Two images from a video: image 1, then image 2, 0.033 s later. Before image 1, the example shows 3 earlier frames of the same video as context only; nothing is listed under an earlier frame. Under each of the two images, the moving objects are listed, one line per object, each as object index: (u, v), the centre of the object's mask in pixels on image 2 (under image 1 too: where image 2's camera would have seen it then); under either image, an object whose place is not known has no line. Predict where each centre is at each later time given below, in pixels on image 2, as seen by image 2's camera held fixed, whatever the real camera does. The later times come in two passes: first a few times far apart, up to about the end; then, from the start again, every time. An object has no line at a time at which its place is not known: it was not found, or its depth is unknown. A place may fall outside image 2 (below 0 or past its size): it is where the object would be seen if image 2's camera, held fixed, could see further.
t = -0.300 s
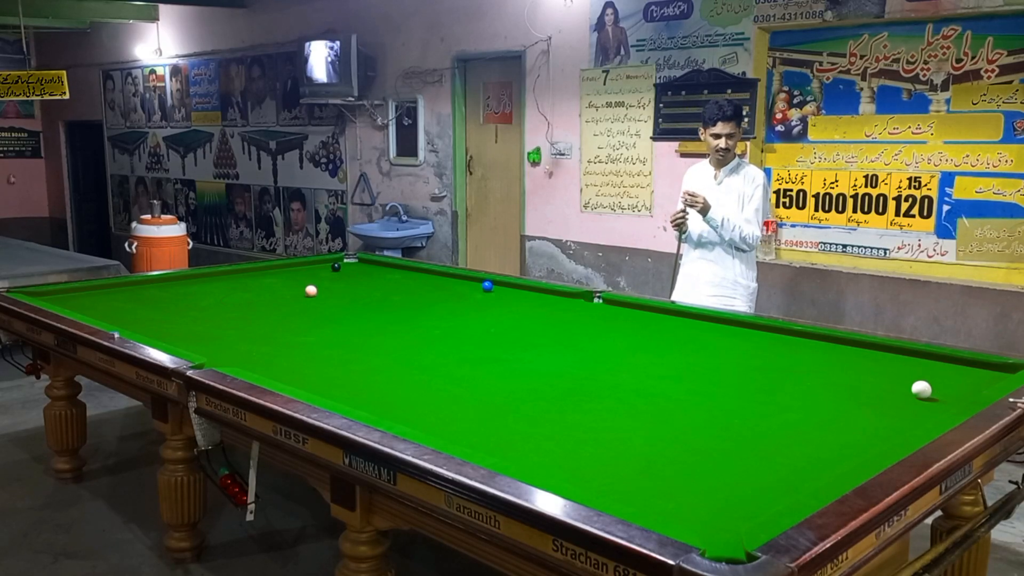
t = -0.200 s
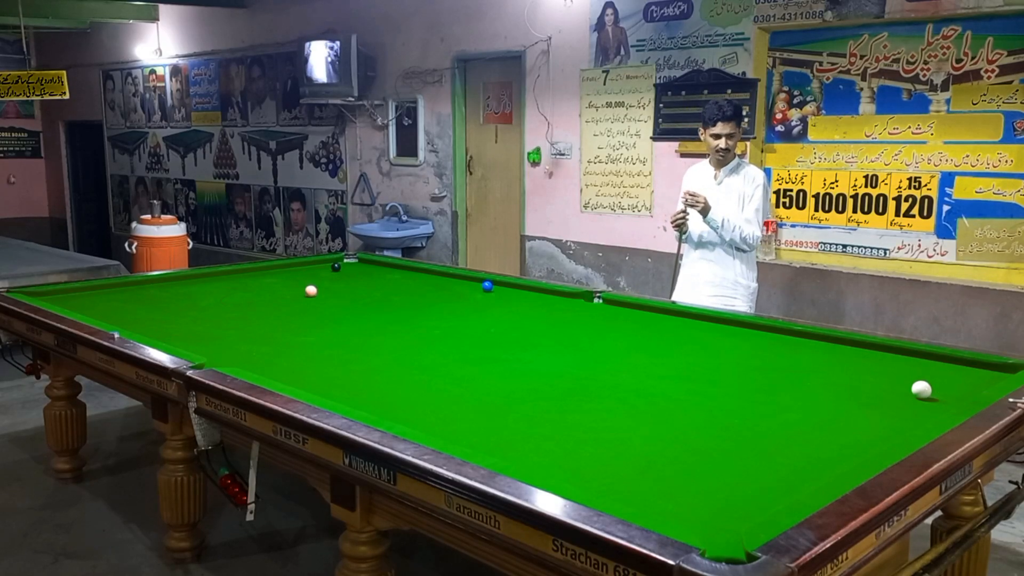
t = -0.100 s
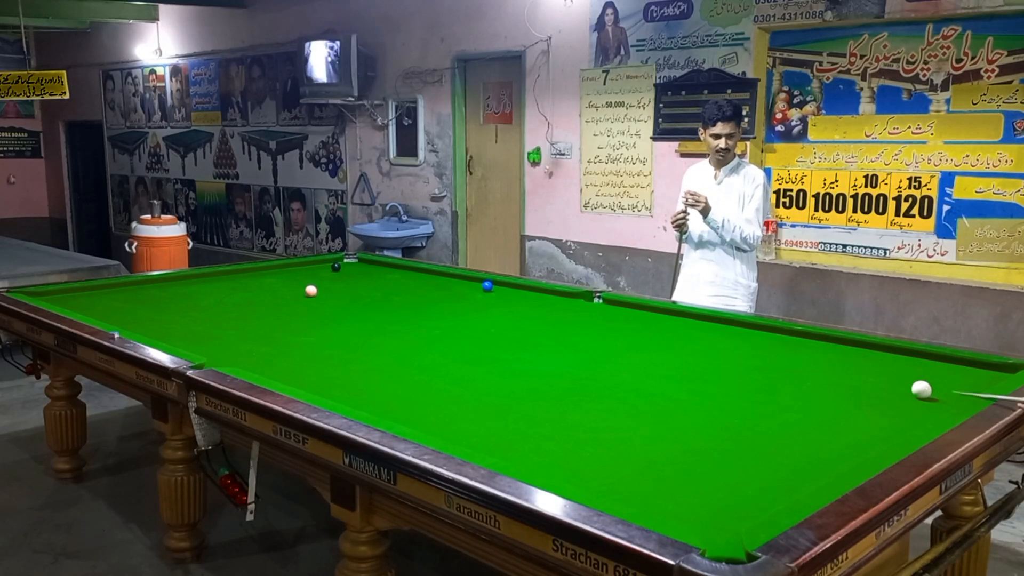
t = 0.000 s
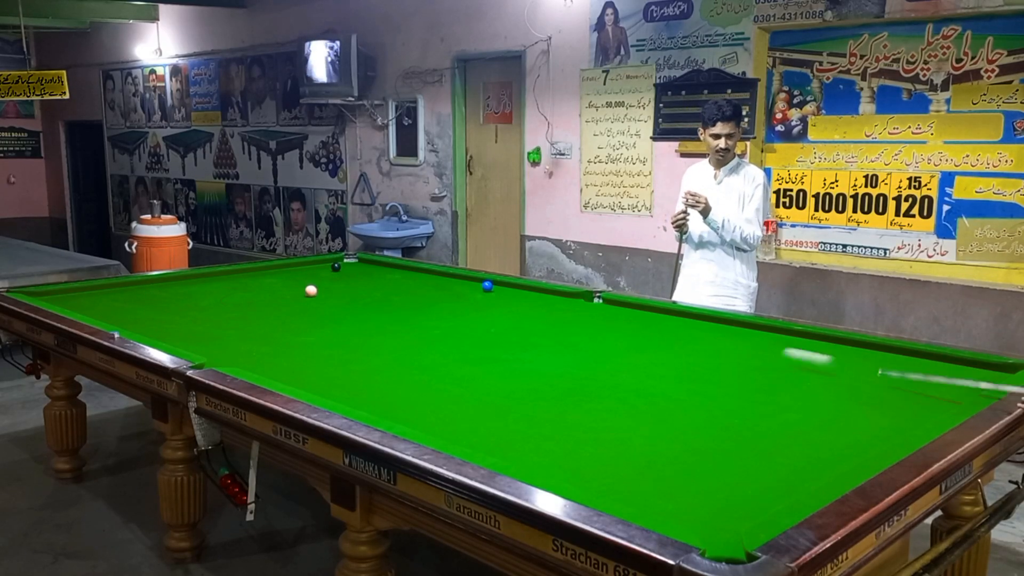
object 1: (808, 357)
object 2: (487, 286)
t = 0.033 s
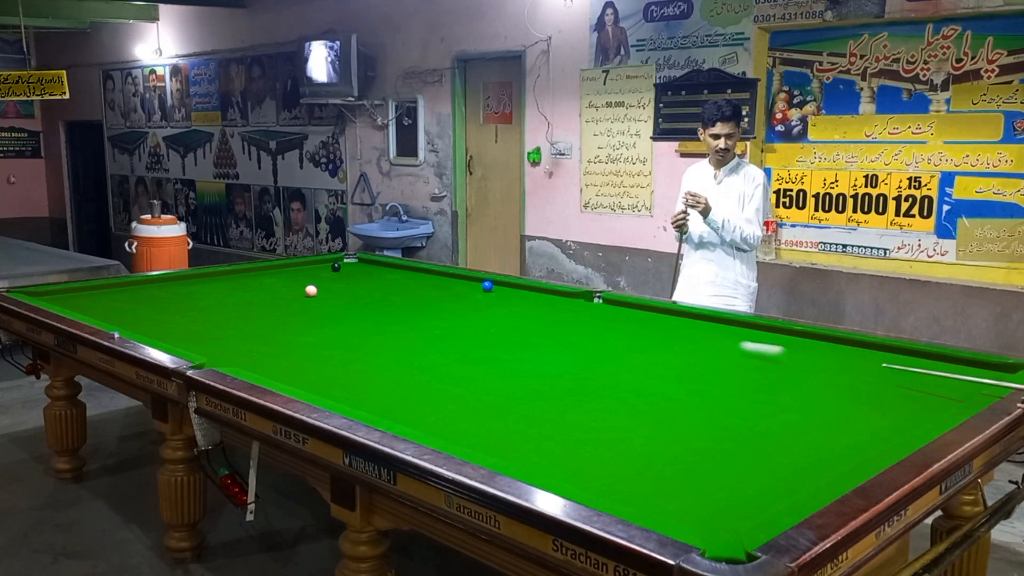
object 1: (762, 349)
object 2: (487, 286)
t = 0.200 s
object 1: (592, 310)
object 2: (487, 286)
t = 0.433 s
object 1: (468, 288)
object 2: (459, 274)
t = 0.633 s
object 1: (410, 288)
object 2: (363, 269)
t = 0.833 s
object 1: (347, 285)
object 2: (288, 265)
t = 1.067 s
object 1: (277, 279)
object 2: (262, 275)
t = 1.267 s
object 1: (280, 281)
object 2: (193, 281)
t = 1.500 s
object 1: (281, 284)
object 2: (107, 288)
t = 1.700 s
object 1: (281, 285)
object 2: (31, 292)
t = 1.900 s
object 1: (280, 287)
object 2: (56, 292)
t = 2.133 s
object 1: (280, 289)
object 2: (95, 292)
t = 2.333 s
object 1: (279, 290)
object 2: (127, 292)
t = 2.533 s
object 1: (279, 291)
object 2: (158, 292)
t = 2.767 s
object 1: (278, 293)
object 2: (192, 292)
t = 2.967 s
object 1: (278, 293)
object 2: (220, 292)
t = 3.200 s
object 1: (278, 294)
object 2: (251, 292)
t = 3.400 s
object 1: (277, 295)
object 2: (274, 289)
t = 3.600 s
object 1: (277, 295)
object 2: (299, 292)
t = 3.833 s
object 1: (277, 295)
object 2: (318, 294)
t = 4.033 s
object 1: (277, 295)
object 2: (333, 295)
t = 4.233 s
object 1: (277, 295)
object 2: (347, 296)
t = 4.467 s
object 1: (277, 295)
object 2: (362, 297)
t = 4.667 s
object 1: (277, 295)
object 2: (375, 299)
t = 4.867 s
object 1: (277, 295)
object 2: (386, 299)
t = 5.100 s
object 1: (277, 295)
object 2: (399, 300)
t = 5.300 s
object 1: (277, 295)
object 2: (409, 301)
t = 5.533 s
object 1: (277, 295)
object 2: (420, 302)
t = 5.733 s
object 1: (277, 295)
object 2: (428, 303)
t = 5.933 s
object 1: (277, 295)
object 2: (436, 304)
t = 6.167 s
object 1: (277, 295)
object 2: (444, 304)
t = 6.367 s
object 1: (277, 295)
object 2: (449, 305)
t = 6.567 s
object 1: (277, 295)
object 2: (454, 305)
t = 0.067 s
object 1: (721, 339)
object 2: (487, 286)
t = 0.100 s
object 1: (684, 330)
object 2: (487, 286)
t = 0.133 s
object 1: (651, 323)
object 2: (487, 286)
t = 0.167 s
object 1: (620, 316)
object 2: (487, 286)
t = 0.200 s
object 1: (592, 310)
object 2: (487, 286)
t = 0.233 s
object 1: (567, 304)
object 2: (487, 286)
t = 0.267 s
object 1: (543, 298)
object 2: (487, 286)
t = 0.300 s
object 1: (520, 293)
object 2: (487, 286)
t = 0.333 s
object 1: (499, 289)
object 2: (487, 286)
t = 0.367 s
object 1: (486, 287)
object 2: (479, 280)
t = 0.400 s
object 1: (477, 287)
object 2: (471, 277)
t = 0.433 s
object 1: (468, 288)
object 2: (459, 274)
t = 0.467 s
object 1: (459, 289)
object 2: (442, 272)
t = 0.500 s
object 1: (450, 289)
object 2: (424, 272)
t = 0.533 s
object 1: (440, 289)
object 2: (409, 272)
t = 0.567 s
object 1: (430, 289)
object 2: (393, 271)
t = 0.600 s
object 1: (420, 288)
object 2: (378, 270)
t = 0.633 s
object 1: (410, 288)
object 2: (363, 269)
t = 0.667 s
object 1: (400, 288)
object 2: (349, 268)
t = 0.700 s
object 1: (389, 287)
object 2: (337, 268)
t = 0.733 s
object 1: (379, 287)
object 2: (324, 268)
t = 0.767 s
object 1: (368, 286)
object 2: (312, 267)
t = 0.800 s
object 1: (358, 285)
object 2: (300, 266)
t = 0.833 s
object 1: (347, 285)
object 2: (288, 265)
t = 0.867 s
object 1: (337, 284)
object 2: (277, 265)
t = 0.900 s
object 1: (327, 283)
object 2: (272, 266)
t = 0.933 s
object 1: (317, 282)
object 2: (270, 268)
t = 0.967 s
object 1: (306, 281)
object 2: (268, 270)
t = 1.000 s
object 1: (296, 280)
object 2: (266, 272)
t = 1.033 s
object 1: (287, 279)
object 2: (264, 274)
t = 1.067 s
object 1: (277, 279)
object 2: (262, 275)
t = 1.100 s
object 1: (269, 278)
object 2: (257, 276)
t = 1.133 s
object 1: (272, 279)
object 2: (245, 277)
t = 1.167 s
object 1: (275, 280)
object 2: (231, 278)
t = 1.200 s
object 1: (277, 280)
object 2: (218, 279)
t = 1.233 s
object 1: (279, 281)
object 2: (204, 280)
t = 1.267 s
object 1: (280, 281)
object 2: (193, 281)
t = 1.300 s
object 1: (281, 282)
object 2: (180, 281)
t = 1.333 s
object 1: (281, 282)
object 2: (168, 283)
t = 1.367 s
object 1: (281, 283)
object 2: (156, 284)
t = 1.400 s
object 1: (281, 283)
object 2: (144, 285)
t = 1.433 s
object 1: (281, 283)
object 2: (132, 286)
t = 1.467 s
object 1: (281, 283)
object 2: (119, 287)
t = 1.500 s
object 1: (281, 284)
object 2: (107, 288)
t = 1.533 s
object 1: (281, 284)
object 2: (94, 289)
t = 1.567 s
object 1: (281, 284)
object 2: (82, 290)
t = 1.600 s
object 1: (281, 285)
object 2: (69, 291)
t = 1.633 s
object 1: (281, 285)
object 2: (56, 292)
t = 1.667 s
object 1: (281, 285)
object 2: (43, 293)
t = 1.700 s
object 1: (281, 285)
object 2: (31, 292)
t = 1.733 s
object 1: (281, 286)
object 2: (29, 292)
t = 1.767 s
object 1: (281, 286)
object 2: (34, 292)
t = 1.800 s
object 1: (281, 286)
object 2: (39, 292)
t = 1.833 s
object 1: (281, 286)
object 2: (45, 291)
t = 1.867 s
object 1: (280, 287)
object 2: (51, 291)
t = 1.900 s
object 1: (280, 287)
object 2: (56, 292)
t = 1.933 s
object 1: (280, 287)
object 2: (62, 292)
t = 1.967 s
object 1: (280, 287)
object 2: (67, 292)
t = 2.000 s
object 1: (280, 288)
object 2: (73, 292)
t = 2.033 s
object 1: (280, 288)
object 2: (78, 292)
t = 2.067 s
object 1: (280, 288)
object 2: (84, 292)
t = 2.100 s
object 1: (280, 288)
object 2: (89, 292)
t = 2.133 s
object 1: (280, 289)
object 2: (95, 292)
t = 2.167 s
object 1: (280, 289)
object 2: (101, 292)
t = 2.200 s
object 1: (280, 289)
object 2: (106, 292)
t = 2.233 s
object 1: (280, 289)
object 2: (111, 292)
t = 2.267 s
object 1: (279, 290)
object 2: (117, 292)
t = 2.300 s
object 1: (279, 290)
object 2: (122, 292)
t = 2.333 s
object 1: (279, 290)
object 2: (127, 292)
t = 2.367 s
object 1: (279, 290)
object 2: (132, 292)
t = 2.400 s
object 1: (279, 290)
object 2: (138, 292)
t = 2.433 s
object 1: (279, 291)
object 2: (143, 292)
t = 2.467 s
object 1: (279, 291)
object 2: (148, 292)
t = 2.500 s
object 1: (279, 291)
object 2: (153, 292)
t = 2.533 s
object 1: (279, 291)
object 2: (158, 292)
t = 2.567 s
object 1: (279, 291)
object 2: (163, 292)
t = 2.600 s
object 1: (279, 292)
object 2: (168, 292)
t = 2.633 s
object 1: (279, 292)
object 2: (173, 292)
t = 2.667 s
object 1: (279, 292)
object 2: (178, 292)
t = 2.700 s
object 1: (279, 292)
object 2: (182, 292)
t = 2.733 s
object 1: (278, 292)
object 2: (187, 292)
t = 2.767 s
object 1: (278, 293)
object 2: (192, 292)
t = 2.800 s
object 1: (278, 293)
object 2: (197, 292)
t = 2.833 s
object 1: (278, 293)
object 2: (202, 292)
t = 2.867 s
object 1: (278, 293)
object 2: (206, 292)
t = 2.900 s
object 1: (278, 293)
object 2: (211, 292)
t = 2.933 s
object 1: (278, 293)
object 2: (215, 292)
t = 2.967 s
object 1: (278, 293)
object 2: (220, 292)
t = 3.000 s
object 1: (278, 293)
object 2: (224, 292)
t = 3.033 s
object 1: (278, 294)
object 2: (229, 292)
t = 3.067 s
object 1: (278, 294)
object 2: (234, 292)
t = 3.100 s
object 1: (278, 294)
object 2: (238, 292)
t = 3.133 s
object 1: (278, 294)
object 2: (242, 292)
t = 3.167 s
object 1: (278, 294)
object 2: (247, 292)
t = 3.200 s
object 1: (278, 294)
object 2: (251, 292)
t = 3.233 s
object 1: (278, 294)
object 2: (255, 292)
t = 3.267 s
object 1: (278, 294)
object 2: (259, 292)
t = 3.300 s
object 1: (278, 294)
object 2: (264, 292)
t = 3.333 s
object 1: (278, 294)
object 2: (267, 292)
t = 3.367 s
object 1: (277, 295)
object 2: (270, 292)
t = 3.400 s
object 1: (277, 295)
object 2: (274, 289)
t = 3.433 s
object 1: (278, 295)
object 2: (282, 289)
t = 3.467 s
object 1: (278, 295)
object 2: (286, 291)
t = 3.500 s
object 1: (277, 295)
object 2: (288, 292)
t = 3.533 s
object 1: (277, 295)
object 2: (292, 292)
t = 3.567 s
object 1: (277, 295)
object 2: (296, 292)
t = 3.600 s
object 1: (277, 295)
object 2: (299, 292)
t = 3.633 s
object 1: (277, 295)
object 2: (302, 292)
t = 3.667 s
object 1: (277, 295)
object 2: (305, 293)
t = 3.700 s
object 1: (277, 295)
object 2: (307, 293)
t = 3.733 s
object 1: (277, 295)
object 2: (310, 293)
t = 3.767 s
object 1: (277, 295)
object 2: (313, 293)
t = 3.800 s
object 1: (277, 295)
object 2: (316, 293)
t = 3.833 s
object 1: (277, 295)
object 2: (318, 294)
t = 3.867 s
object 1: (277, 295)
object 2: (321, 294)
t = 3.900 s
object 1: (277, 295)
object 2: (323, 294)
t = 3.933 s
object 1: (277, 295)
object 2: (326, 295)
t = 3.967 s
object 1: (277, 295)
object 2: (328, 295)
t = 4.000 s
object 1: (277, 295)
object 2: (330, 295)
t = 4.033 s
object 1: (277, 295)
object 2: (333, 295)
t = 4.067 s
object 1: (277, 295)
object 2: (335, 295)
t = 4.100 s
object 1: (277, 295)
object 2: (338, 295)
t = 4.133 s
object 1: (277, 295)
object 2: (340, 295)
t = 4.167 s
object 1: (277, 295)
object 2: (342, 296)
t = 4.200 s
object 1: (277, 295)
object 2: (344, 296)
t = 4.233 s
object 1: (277, 295)
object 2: (347, 296)
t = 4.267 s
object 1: (277, 295)
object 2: (349, 296)
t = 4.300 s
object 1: (277, 295)
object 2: (351, 296)
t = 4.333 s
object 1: (277, 295)
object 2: (354, 297)
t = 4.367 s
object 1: (277, 295)
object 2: (356, 297)
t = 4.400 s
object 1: (277, 295)
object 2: (358, 297)
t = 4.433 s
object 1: (277, 295)
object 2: (360, 297)
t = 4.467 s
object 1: (277, 295)
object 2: (362, 297)
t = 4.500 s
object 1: (277, 295)
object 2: (364, 297)
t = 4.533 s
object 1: (277, 295)
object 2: (367, 298)
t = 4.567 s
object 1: (277, 295)
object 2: (369, 298)
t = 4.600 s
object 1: (277, 295)
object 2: (371, 298)
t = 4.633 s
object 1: (277, 295)
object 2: (373, 298)
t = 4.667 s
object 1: (277, 295)
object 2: (375, 299)
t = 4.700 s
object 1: (277, 295)
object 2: (377, 299)
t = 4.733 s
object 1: (277, 295)
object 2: (379, 299)
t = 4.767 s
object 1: (277, 295)
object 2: (381, 299)
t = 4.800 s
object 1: (277, 295)
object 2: (383, 299)
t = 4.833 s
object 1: (277, 295)
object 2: (384, 299)
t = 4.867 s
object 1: (277, 295)
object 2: (386, 299)
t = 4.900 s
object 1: (277, 295)
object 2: (388, 299)
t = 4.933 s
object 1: (277, 295)
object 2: (390, 300)
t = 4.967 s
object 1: (277, 295)
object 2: (392, 300)
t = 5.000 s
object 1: (277, 295)
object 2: (394, 300)
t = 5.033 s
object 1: (277, 295)
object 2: (396, 300)
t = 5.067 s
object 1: (277, 295)
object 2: (397, 300)
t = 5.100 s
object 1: (277, 295)
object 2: (399, 300)
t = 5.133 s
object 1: (277, 295)
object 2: (401, 300)
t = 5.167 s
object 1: (277, 295)
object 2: (403, 301)
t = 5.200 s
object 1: (277, 295)
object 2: (404, 301)
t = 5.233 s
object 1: (277, 295)
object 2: (406, 301)
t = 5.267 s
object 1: (277, 295)
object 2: (408, 301)
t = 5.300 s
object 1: (277, 295)
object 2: (409, 301)
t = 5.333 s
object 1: (277, 295)
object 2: (411, 301)
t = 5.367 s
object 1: (277, 295)
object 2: (413, 302)
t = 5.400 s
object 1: (277, 295)
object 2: (414, 302)
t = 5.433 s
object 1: (277, 295)
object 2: (416, 302)
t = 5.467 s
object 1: (277, 295)
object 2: (417, 302)
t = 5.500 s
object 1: (277, 295)
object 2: (419, 302)
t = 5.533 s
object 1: (277, 295)
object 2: (420, 302)
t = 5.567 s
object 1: (277, 295)
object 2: (422, 302)
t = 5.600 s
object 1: (277, 295)
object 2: (423, 302)
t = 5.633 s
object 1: (277, 295)
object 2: (424, 302)
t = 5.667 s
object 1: (277, 295)
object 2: (426, 303)
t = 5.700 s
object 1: (277, 295)
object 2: (427, 303)
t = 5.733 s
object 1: (277, 295)
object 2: (428, 303)
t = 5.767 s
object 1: (277, 295)
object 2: (430, 303)
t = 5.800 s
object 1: (277, 295)
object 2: (431, 303)
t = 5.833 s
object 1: (277, 295)
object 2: (432, 303)
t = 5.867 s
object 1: (277, 295)
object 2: (433, 303)
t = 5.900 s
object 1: (277, 295)
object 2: (435, 303)
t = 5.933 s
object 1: (277, 295)
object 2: (436, 304)
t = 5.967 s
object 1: (277, 295)
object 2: (437, 304)
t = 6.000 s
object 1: (277, 295)
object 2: (438, 304)
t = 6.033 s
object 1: (277, 295)
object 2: (439, 304)
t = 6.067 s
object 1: (277, 295)
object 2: (441, 304)
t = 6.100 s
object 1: (277, 295)
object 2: (442, 304)
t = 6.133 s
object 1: (277, 295)
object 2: (443, 304)
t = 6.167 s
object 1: (277, 295)
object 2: (444, 304)
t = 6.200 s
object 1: (277, 295)
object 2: (445, 304)
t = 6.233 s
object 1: (277, 295)
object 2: (446, 305)
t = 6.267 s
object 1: (277, 295)
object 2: (447, 305)
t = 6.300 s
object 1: (277, 295)
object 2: (448, 305)
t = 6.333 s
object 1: (277, 295)
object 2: (448, 305)
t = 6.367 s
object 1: (277, 295)
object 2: (449, 305)
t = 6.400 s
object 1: (277, 295)
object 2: (450, 305)
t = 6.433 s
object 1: (277, 295)
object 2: (451, 305)
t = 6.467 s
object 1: (277, 295)
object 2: (452, 305)
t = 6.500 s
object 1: (277, 295)
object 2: (452, 305)
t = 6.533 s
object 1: (277, 295)
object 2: (453, 305)
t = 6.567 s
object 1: (277, 295)
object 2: (454, 305)
